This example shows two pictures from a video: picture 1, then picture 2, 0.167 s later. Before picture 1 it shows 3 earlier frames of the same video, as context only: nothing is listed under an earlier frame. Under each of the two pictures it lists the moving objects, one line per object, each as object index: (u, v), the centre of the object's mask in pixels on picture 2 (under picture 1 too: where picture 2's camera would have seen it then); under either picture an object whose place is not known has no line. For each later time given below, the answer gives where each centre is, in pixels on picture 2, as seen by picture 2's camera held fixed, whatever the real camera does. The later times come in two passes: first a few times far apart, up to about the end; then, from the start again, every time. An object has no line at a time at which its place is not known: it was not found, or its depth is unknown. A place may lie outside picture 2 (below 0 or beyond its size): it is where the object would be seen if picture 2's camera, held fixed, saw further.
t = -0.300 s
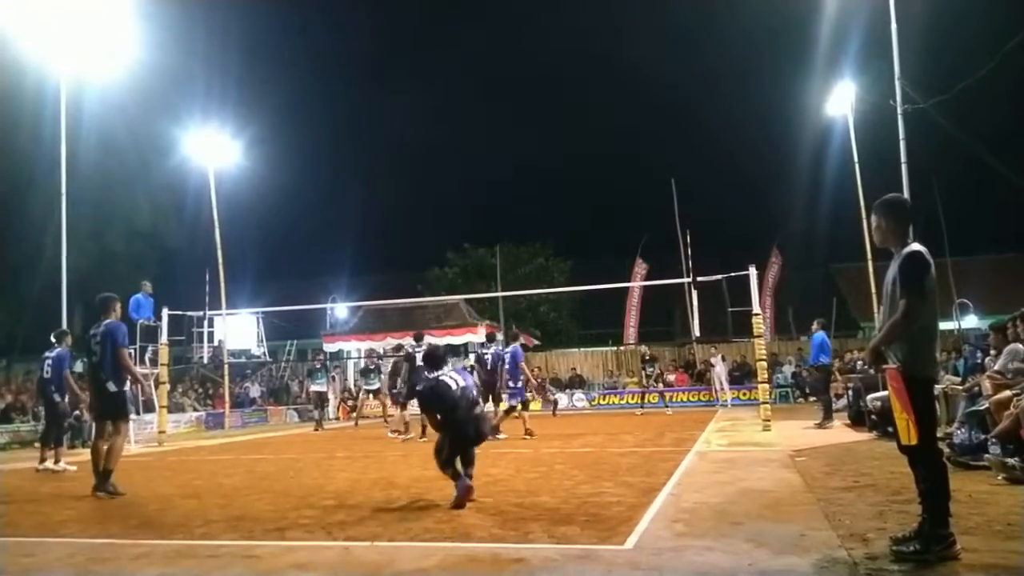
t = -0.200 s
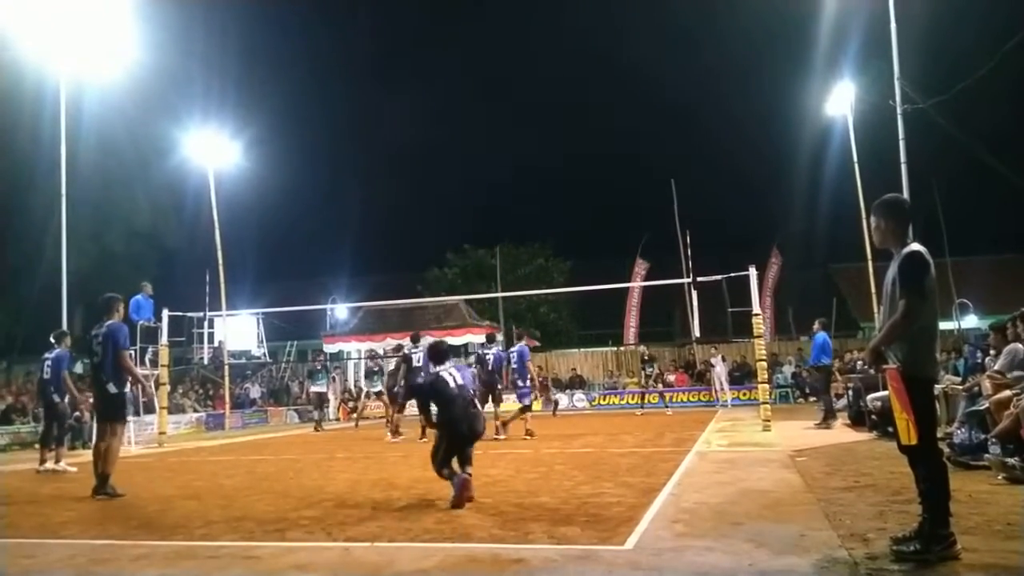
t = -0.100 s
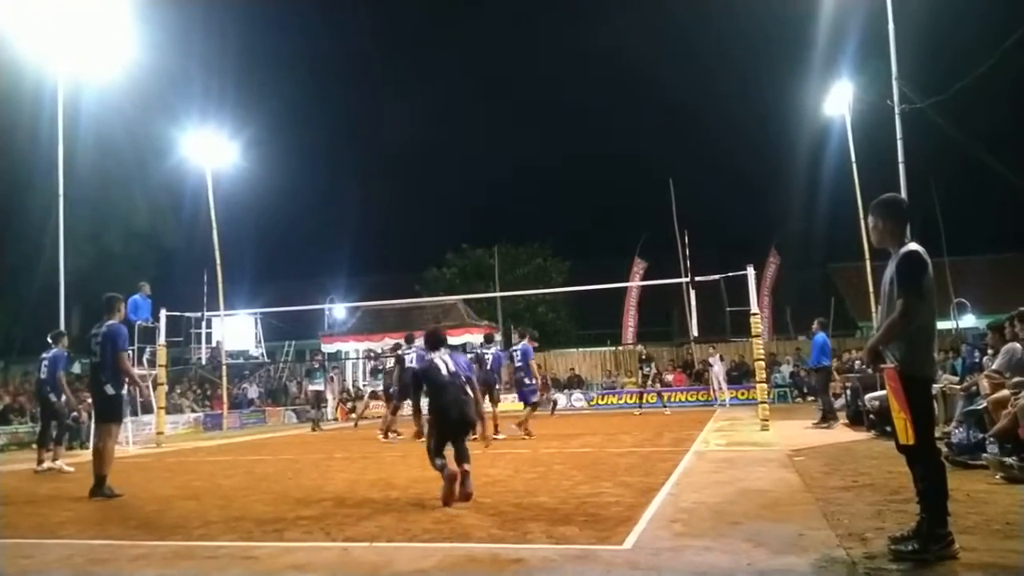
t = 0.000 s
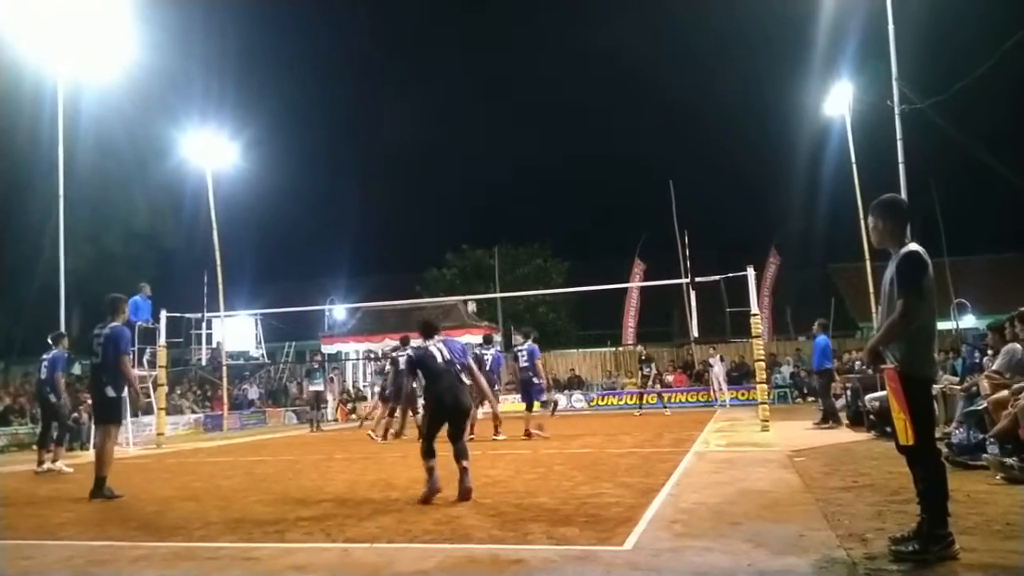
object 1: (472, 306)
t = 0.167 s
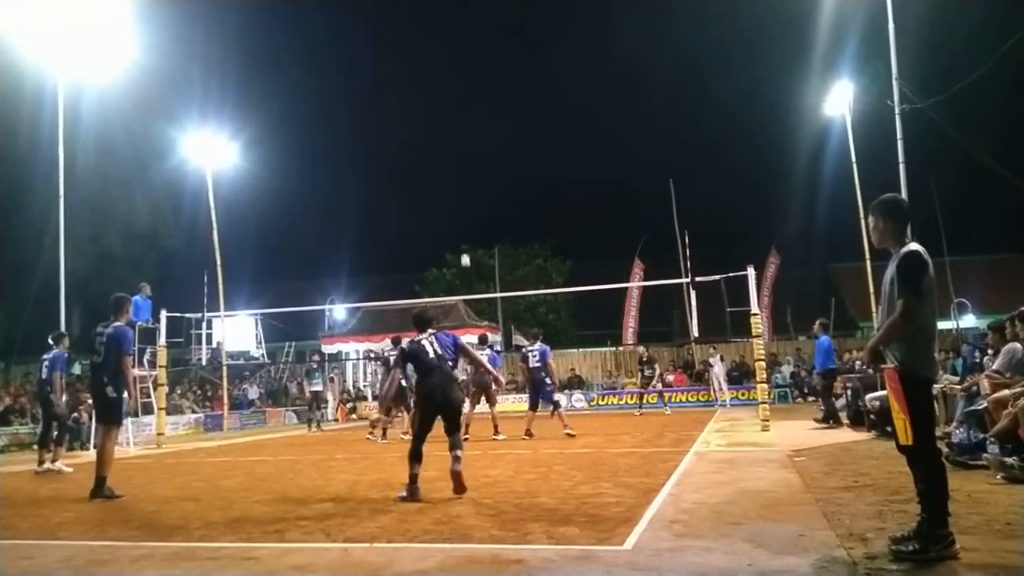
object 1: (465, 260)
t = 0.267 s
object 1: (461, 237)
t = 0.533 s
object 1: (451, 196)
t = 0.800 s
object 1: (443, 181)
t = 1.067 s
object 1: (436, 194)
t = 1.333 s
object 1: (430, 234)
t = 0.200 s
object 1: (463, 251)
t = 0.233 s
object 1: (462, 244)
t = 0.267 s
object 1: (461, 237)
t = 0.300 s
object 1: (460, 231)
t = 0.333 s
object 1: (458, 224)
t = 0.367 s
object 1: (457, 218)
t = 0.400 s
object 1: (456, 213)
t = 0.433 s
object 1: (455, 208)
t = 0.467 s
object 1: (453, 203)
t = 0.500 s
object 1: (452, 199)
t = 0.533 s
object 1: (451, 196)
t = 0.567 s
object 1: (450, 192)
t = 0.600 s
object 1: (449, 189)
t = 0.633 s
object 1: (448, 186)
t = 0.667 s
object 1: (447, 184)
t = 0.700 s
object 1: (446, 183)
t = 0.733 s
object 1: (445, 182)
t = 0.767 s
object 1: (444, 181)
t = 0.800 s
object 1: (443, 181)
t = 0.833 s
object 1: (442, 181)
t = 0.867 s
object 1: (441, 181)
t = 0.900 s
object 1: (440, 182)
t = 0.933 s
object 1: (439, 183)
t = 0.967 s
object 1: (438, 185)
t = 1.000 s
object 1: (438, 188)
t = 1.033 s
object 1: (437, 190)
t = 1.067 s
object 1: (436, 194)
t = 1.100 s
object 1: (435, 197)
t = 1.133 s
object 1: (434, 201)
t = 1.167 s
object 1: (433, 206)
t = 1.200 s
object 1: (433, 210)
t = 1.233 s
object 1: (432, 216)
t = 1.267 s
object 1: (431, 222)
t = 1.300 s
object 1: (430, 228)
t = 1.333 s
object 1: (430, 234)
